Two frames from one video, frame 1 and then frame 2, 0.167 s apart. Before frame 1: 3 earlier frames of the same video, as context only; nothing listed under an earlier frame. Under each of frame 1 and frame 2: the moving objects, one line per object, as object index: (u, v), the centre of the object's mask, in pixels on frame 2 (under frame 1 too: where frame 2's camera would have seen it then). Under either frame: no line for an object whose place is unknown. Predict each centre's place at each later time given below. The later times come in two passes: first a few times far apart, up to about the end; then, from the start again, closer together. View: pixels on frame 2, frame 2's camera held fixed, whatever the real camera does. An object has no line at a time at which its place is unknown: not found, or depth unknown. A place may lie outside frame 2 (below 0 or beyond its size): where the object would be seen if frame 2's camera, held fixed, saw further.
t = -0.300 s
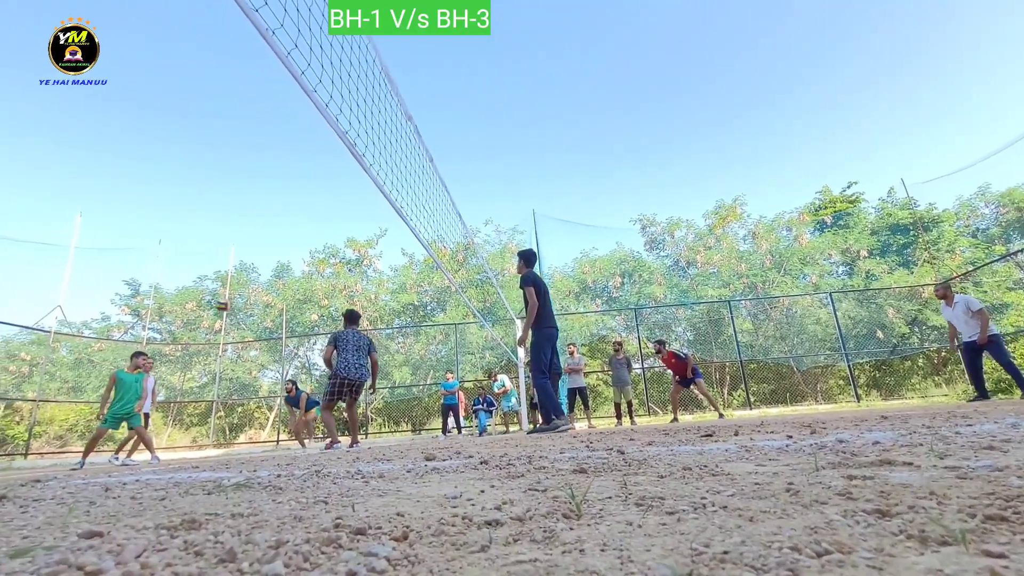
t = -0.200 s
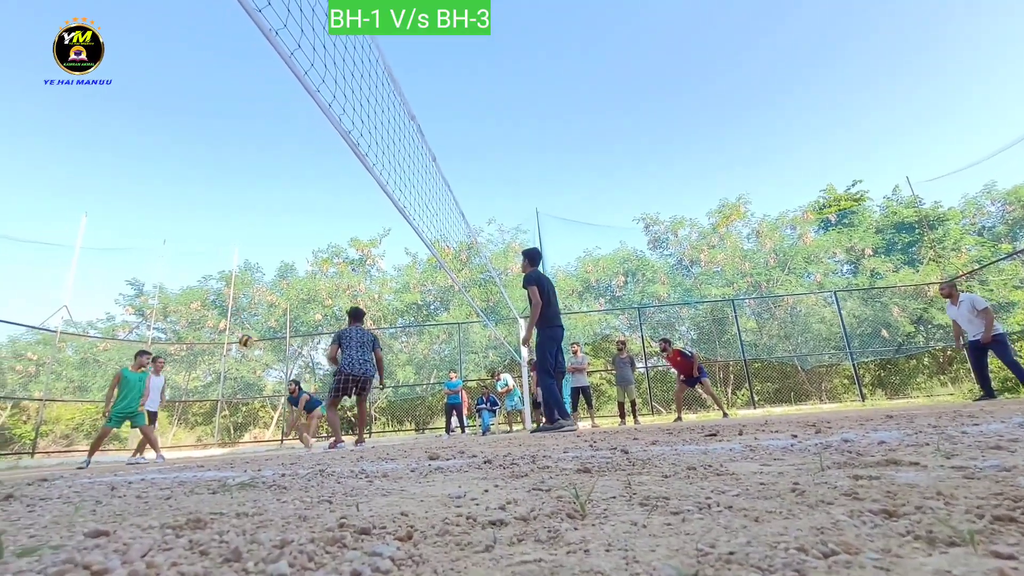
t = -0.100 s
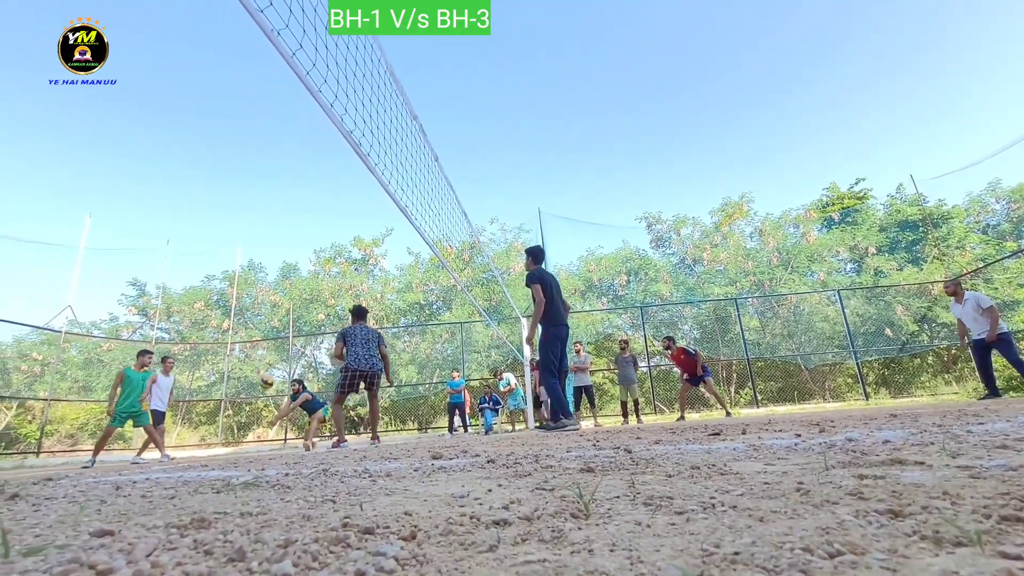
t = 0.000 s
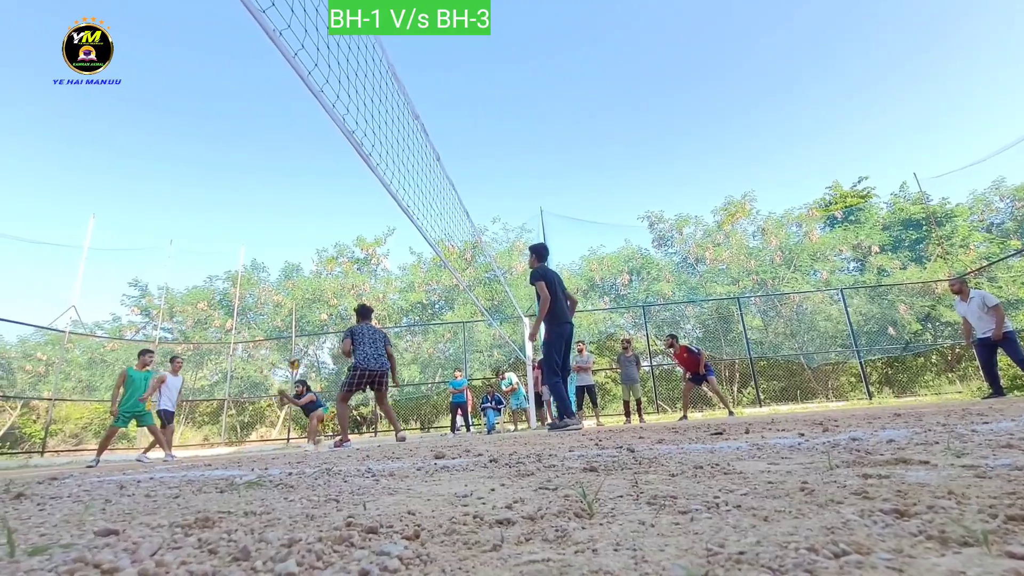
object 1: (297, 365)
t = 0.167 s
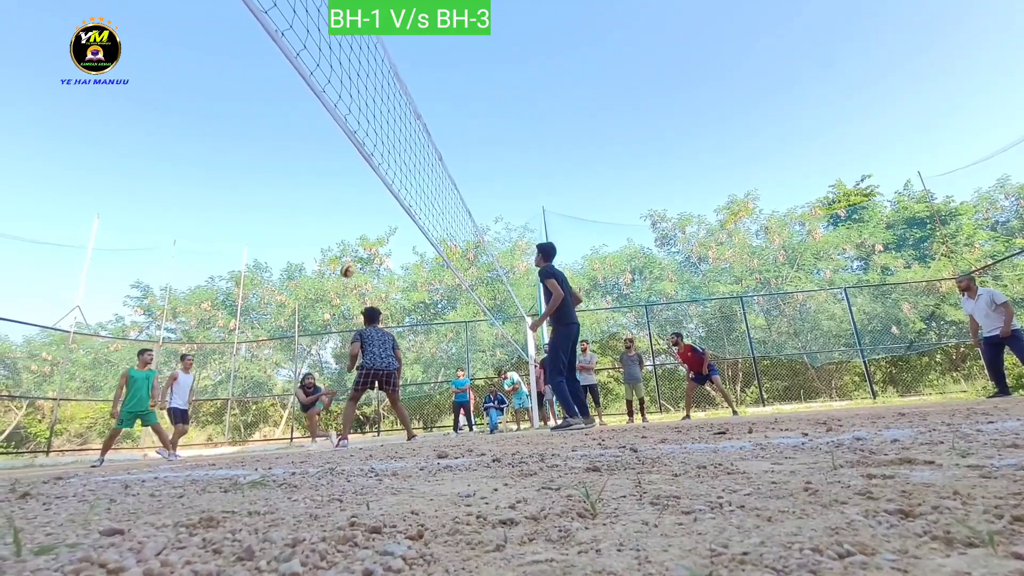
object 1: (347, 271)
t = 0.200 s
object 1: (355, 256)
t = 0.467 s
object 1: (435, 162)
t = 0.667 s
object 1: (495, 121)
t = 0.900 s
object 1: (568, 104)
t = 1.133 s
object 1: (648, 120)
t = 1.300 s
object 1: (712, 152)
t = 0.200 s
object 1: (355, 256)
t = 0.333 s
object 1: (394, 203)
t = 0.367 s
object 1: (405, 192)
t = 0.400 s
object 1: (415, 181)
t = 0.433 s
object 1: (425, 171)
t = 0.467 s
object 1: (435, 162)
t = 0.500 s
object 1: (446, 153)
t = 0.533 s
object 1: (455, 146)
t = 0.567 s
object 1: (464, 139)
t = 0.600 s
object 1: (474, 132)
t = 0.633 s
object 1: (484, 126)
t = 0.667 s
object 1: (495, 121)
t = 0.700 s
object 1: (505, 117)
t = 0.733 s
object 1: (515, 113)
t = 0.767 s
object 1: (525, 110)
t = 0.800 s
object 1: (536, 108)
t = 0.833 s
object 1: (546, 106)
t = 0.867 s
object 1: (557, 104)
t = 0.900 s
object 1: (568, 104)
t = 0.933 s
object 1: (579, 105)
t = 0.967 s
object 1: (589, 106)
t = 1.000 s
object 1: (601, 107)
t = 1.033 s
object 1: (612, 108)
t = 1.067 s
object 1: (624, 112)
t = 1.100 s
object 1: (636, 115)
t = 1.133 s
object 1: (648, 120)
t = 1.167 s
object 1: (660, 125)
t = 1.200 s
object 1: (672, 130)
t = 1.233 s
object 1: (685, 137)
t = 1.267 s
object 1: (698, 144)
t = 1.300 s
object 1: (712, 152)
